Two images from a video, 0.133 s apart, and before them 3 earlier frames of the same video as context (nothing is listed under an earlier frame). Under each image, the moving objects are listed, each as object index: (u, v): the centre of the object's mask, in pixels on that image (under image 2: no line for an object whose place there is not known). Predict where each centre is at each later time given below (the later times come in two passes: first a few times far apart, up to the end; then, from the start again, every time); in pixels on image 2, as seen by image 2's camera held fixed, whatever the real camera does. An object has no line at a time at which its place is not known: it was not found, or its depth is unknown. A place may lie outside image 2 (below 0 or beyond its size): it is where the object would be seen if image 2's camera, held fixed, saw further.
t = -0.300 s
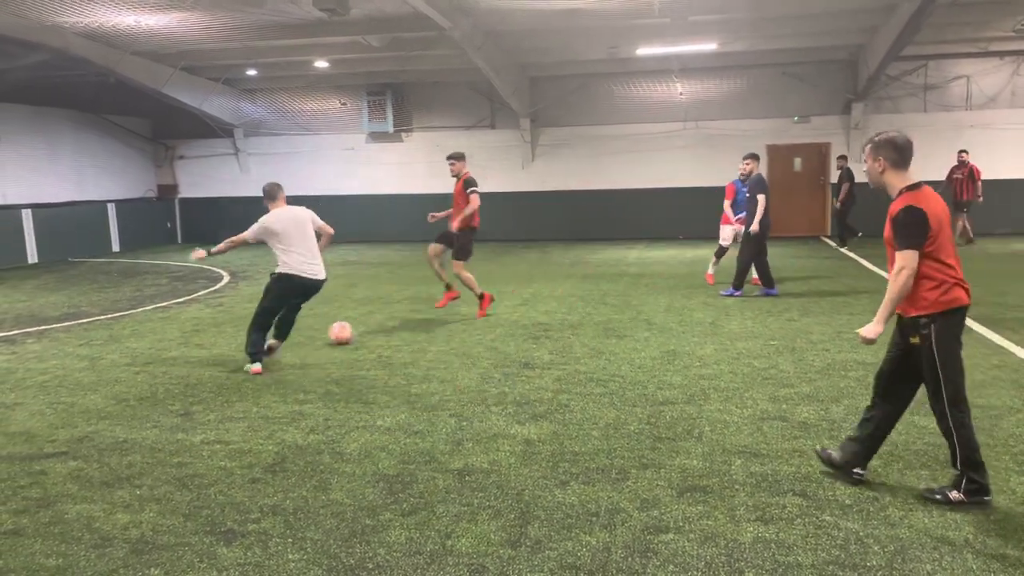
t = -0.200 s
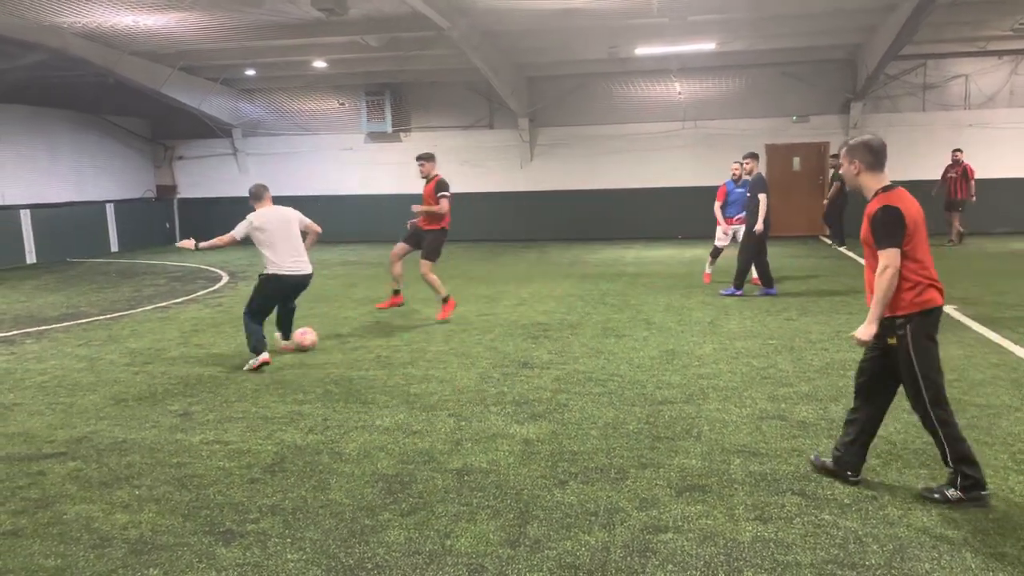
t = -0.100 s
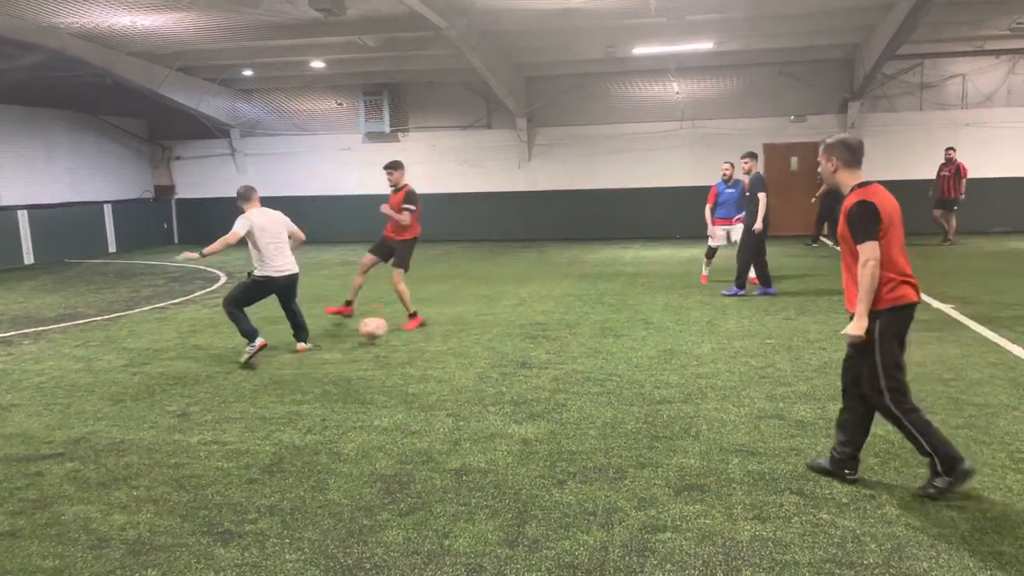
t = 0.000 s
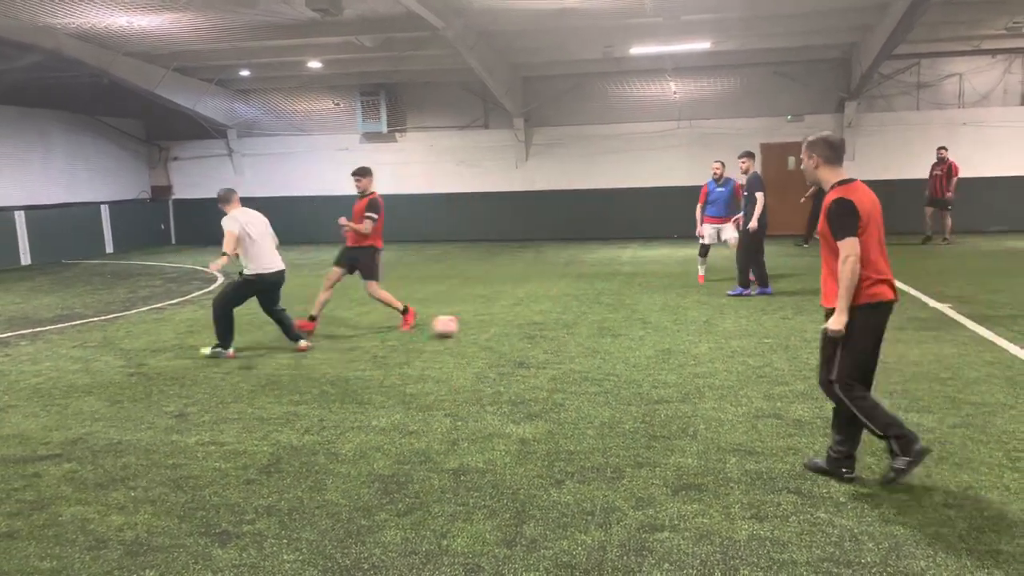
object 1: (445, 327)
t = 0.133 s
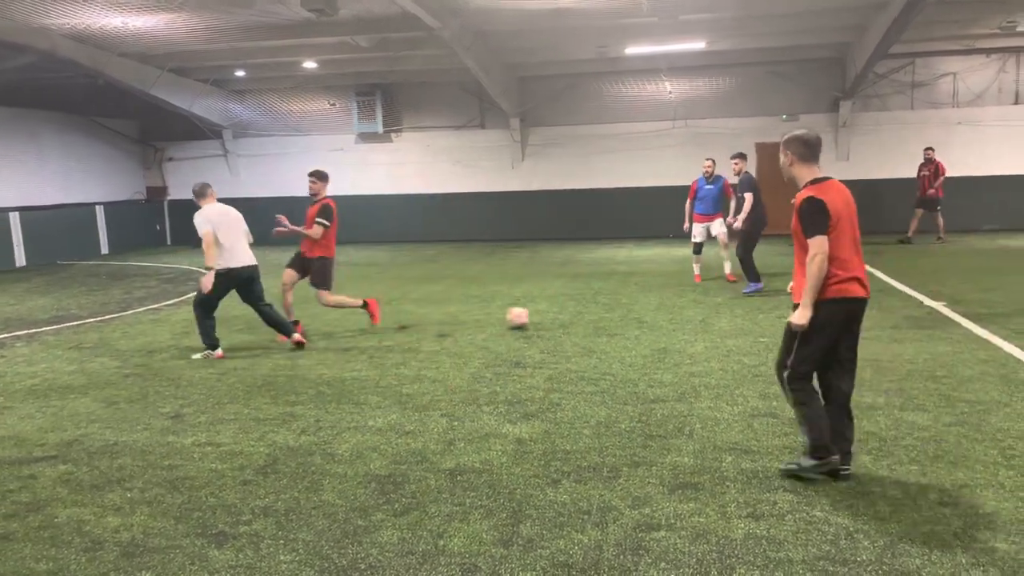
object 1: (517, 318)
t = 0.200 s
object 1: (551, 315)
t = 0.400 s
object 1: (631, 308)
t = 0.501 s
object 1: (662, 307)
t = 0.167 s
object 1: (536, 318)
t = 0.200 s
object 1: (551, 315)
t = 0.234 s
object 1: (566, 313)
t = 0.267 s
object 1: (580, 312)
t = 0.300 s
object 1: (594, 312)
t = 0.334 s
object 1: (608, 311)
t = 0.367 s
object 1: (620, 309)
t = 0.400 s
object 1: (631, 308)
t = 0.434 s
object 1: (642, 307)
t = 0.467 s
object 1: (653, 308)
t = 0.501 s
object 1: (662, 307)
